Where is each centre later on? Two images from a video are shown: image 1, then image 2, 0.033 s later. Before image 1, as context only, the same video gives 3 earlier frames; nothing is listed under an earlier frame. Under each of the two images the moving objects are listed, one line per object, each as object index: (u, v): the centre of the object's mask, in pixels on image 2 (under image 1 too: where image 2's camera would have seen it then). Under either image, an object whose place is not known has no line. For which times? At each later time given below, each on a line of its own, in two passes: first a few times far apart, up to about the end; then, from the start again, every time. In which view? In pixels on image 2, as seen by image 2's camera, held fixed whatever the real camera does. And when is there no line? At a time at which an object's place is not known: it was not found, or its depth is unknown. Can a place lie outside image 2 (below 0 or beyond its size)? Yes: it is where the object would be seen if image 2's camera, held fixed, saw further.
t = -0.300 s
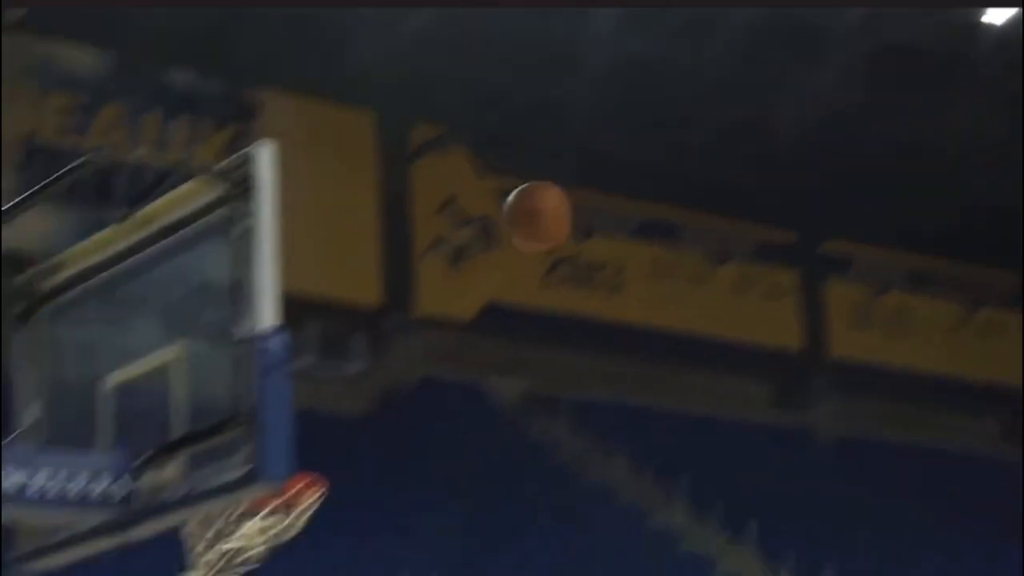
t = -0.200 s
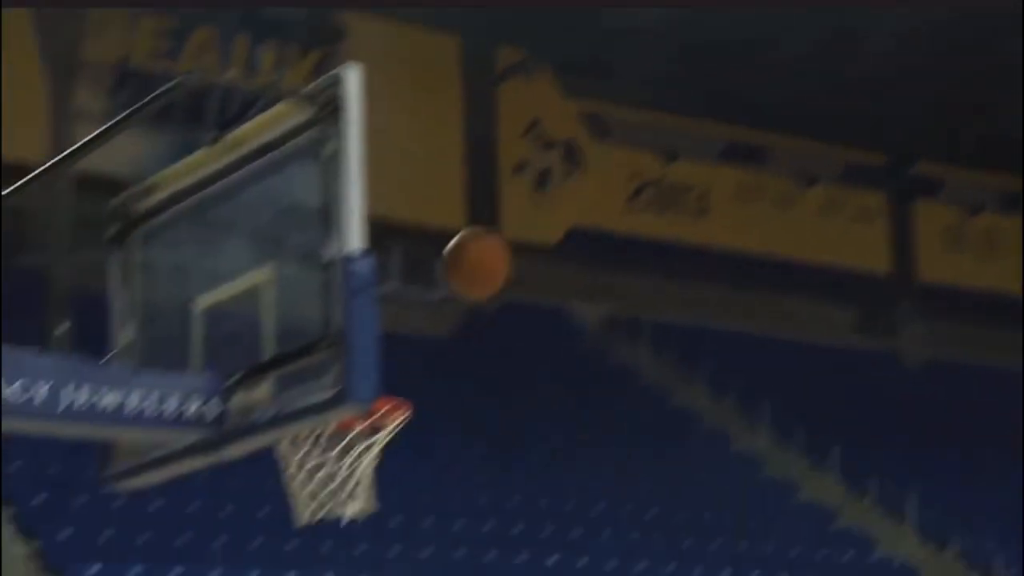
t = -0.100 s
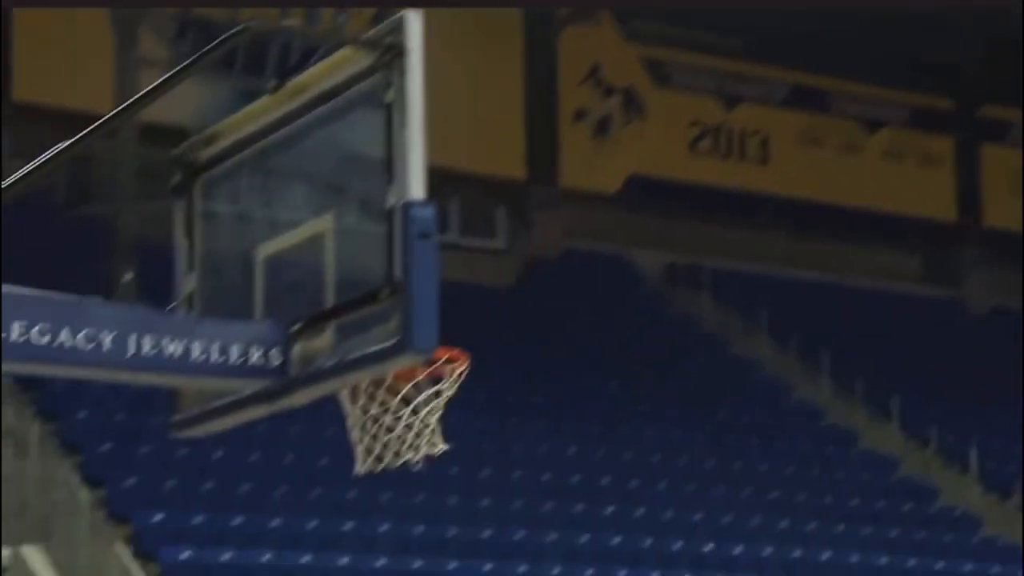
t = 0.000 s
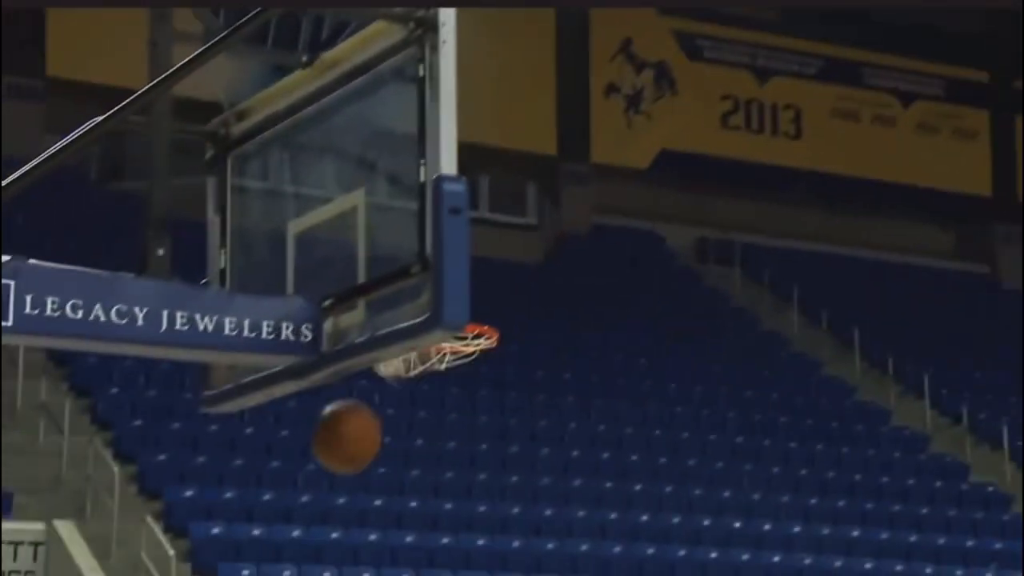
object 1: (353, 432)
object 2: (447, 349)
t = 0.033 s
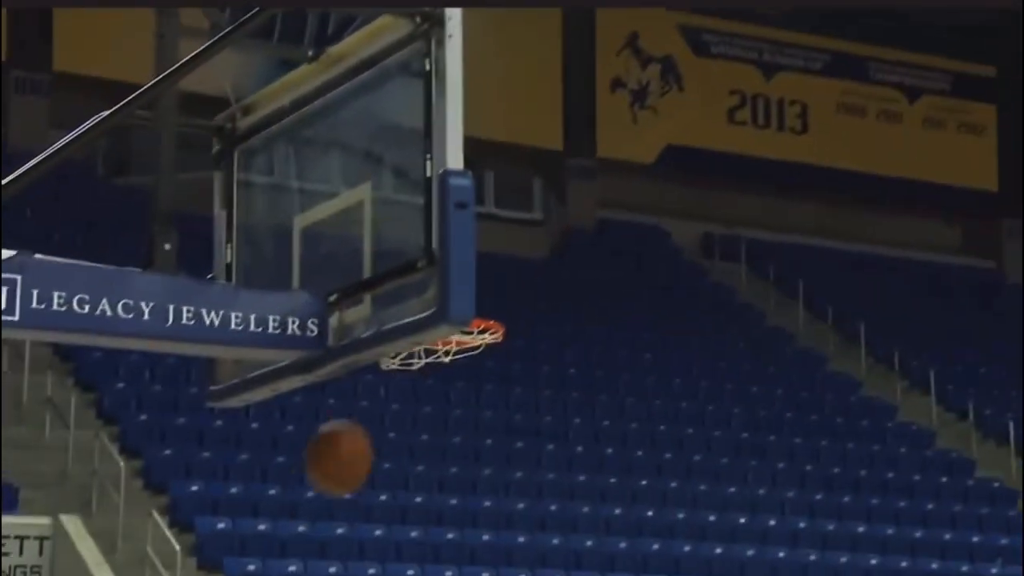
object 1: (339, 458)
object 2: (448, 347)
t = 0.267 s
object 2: (428, 376)
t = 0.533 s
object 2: (436, 382)
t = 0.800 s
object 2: (432, 382)
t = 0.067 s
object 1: (324, 487)
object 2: (447, 348)
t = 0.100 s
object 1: (310, 521)
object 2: (445, 350)
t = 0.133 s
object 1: (289, 555)
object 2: (434, 354)
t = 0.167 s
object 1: (278, 575)
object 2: (426, 359)
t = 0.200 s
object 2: (423, 365)
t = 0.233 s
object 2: (424, 371)
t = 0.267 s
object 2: (428, 376)
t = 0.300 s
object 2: (432, 380)
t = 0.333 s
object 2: (434, 380)
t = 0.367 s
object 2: (434, 379)
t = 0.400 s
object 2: (435, 379)
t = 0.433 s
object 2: (437, 379)
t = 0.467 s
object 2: (439, 379)
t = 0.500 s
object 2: (438, 380)
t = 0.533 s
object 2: (436, 382)
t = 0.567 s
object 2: (433, 382)
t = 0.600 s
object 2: (432, 383)
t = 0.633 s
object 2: (431, 383)
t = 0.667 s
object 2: (431, 383)
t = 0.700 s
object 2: (431, 383)
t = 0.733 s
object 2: (432, 383)
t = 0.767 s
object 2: (432, 383)
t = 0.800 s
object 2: (432, 382)
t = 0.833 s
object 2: (432, 383)
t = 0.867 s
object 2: (432, 383)
